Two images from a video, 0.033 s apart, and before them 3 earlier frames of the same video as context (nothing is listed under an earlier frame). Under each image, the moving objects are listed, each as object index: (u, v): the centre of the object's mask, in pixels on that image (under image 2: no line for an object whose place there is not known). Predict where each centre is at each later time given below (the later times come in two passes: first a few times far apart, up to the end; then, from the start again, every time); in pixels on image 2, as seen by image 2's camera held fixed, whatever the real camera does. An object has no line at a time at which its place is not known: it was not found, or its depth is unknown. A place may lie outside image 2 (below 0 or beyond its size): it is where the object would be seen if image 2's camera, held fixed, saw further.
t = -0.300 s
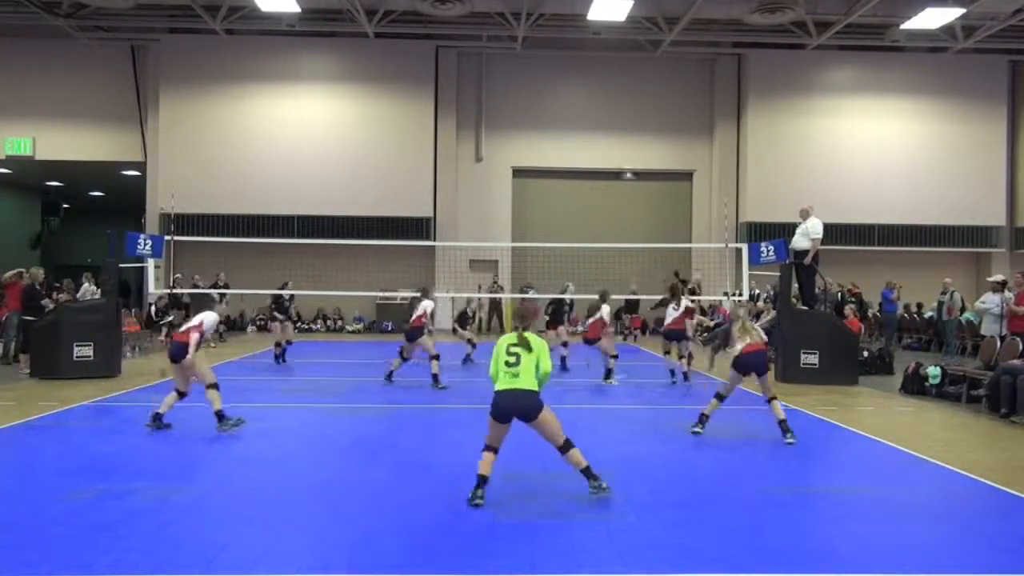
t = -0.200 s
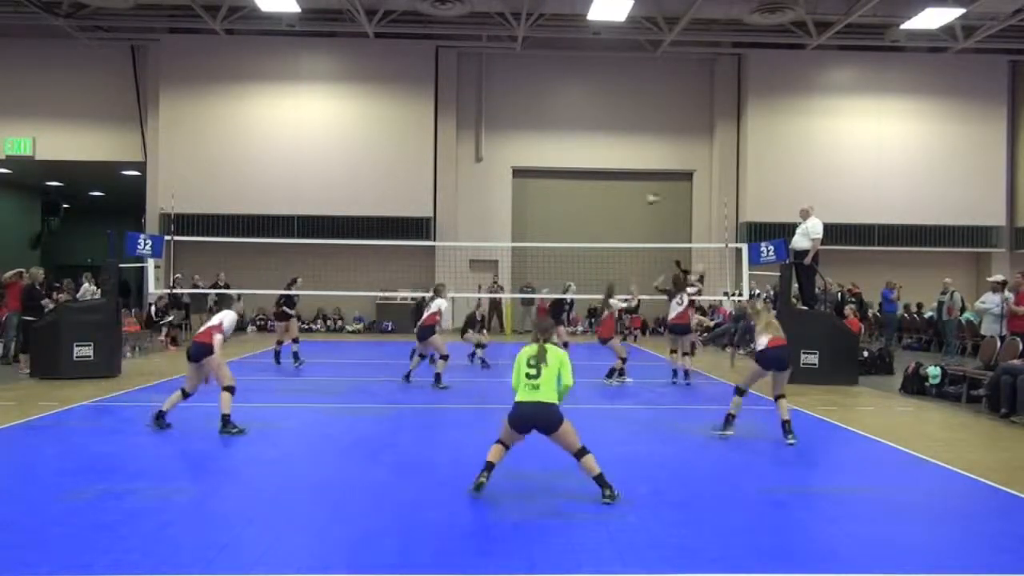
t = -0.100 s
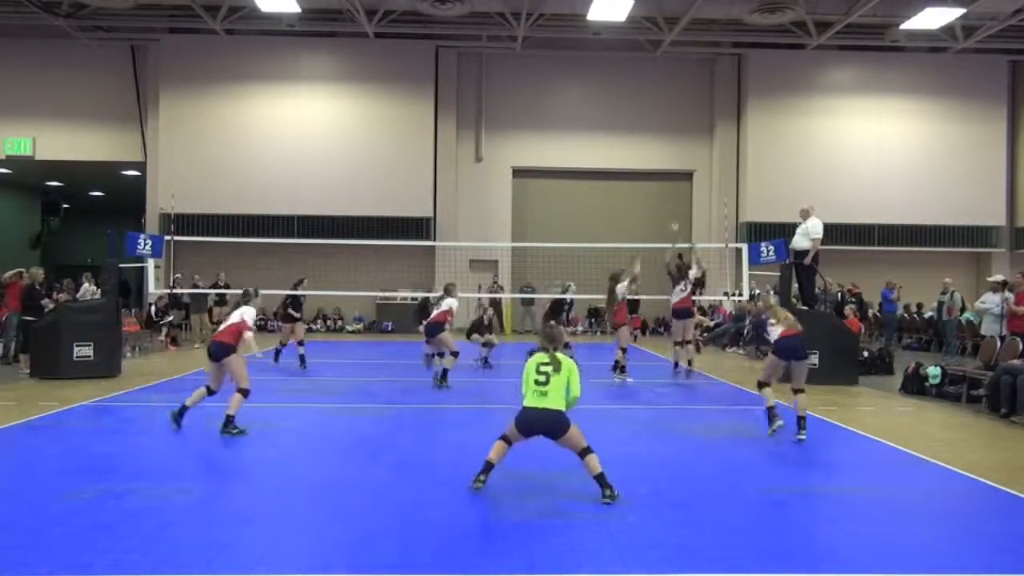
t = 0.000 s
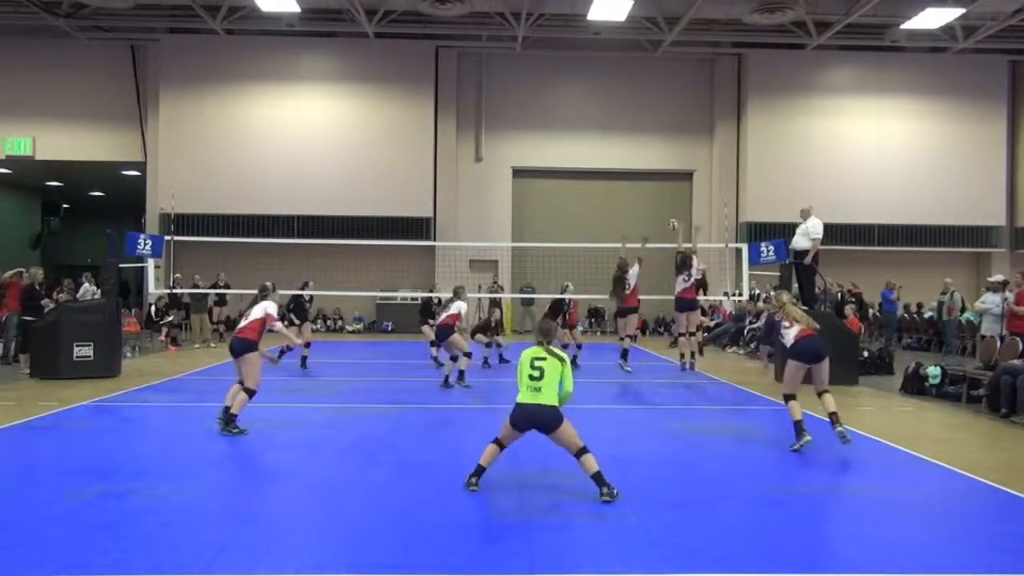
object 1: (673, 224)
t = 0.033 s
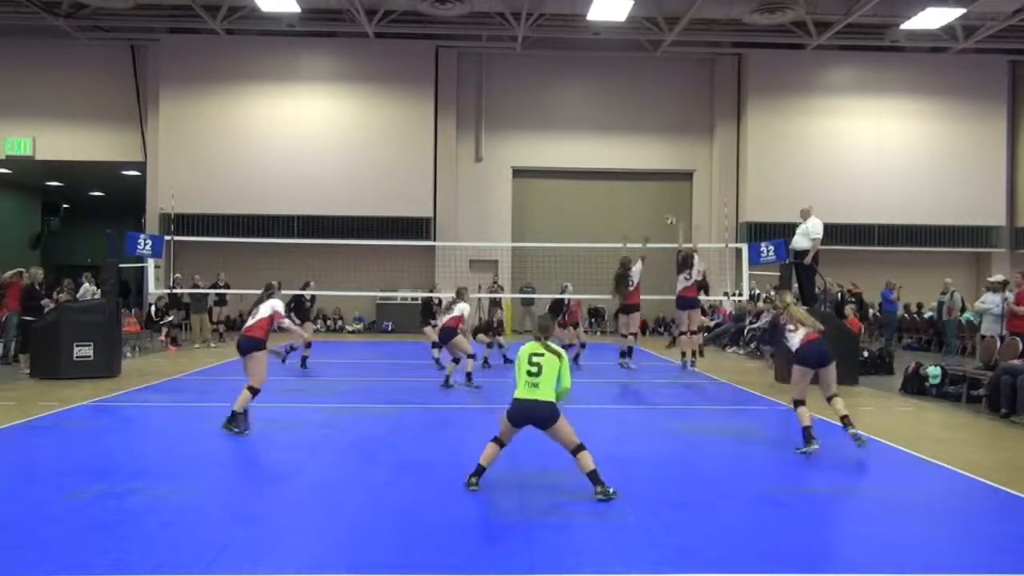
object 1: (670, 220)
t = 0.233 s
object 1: (646, 211)
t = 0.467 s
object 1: (619, 224)
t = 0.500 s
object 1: (612, 229)
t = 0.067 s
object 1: (666, 216)
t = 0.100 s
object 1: (664, 213)
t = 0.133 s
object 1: (659, 212)
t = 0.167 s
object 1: (657, 211)
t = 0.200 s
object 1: (653, 210)
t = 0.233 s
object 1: (646, 211)
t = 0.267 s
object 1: (645, 211)
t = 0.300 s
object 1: (643, 211)
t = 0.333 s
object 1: (634, 212)
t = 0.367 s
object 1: (631, 213)
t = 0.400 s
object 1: (626, 217)
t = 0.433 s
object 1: (620, 222)
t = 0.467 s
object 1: (619, 224)
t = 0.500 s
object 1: (612, 229)
